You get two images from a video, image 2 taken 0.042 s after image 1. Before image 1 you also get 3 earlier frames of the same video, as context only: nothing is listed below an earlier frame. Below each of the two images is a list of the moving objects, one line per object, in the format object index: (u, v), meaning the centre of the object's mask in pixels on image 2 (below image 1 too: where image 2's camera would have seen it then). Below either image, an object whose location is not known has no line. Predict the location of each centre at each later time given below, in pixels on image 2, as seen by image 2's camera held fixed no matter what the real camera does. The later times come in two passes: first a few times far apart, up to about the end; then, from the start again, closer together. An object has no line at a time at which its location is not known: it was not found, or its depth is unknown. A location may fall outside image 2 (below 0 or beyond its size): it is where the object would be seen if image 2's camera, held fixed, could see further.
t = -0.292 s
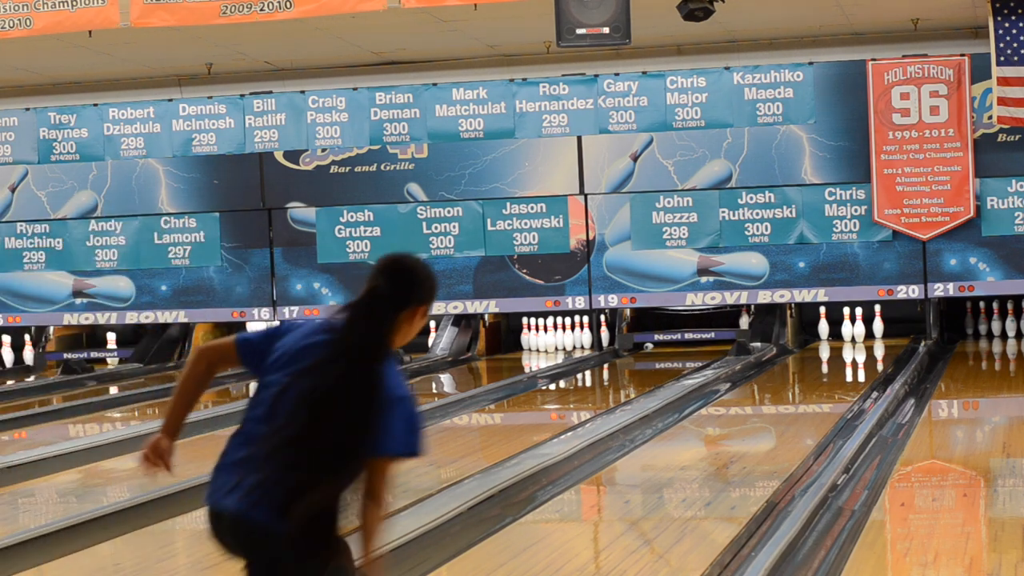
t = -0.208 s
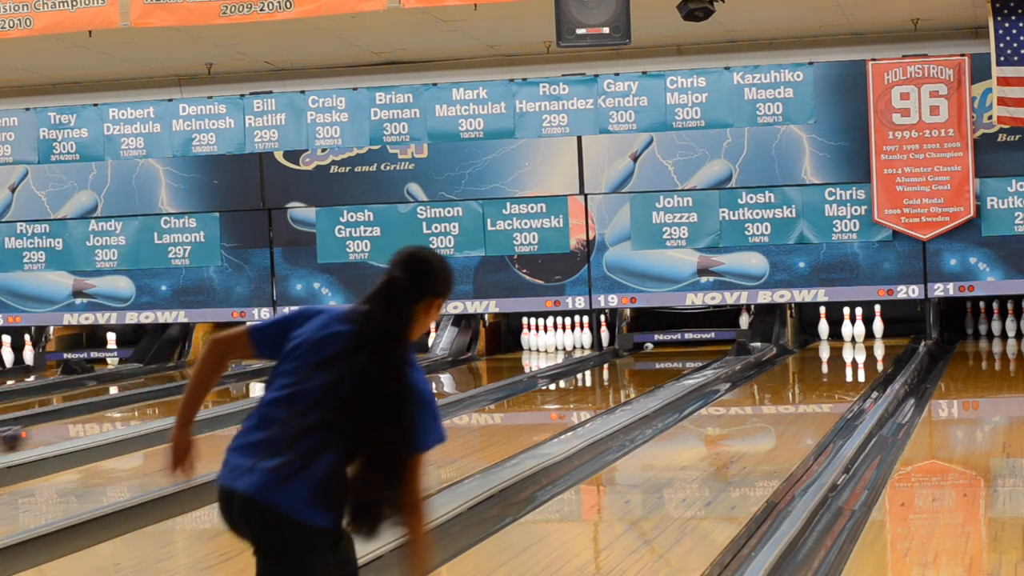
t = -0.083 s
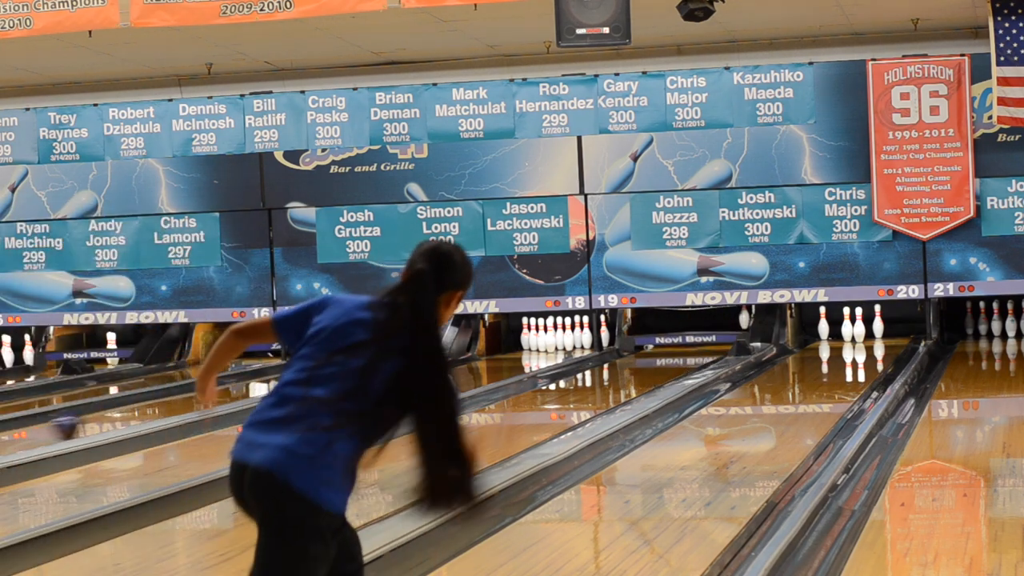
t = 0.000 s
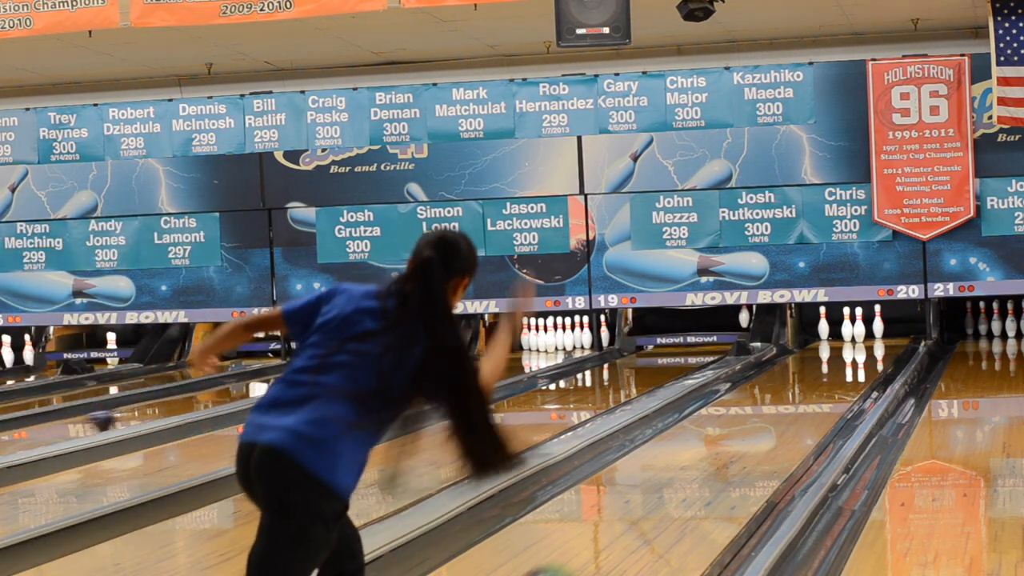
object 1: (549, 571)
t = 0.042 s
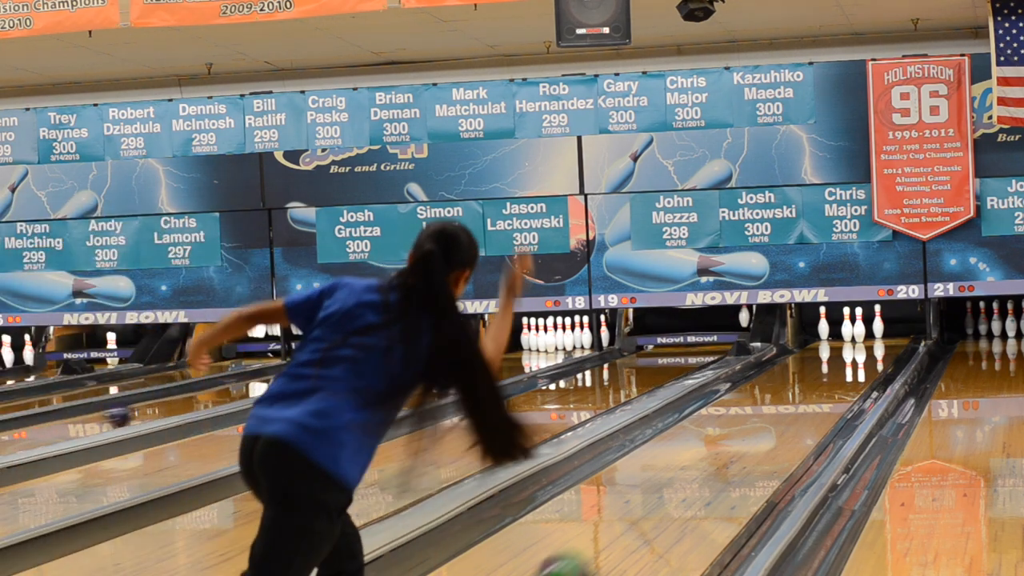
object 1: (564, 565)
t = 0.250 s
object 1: (634, 522)
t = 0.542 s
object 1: (699, 465)
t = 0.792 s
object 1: (738, 432)
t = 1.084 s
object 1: (771, 402)
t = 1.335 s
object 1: (792, 383)
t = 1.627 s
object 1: (811, 365)
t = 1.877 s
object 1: (825, 353)
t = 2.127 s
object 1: (835, 342)
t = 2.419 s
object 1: (844, 334)
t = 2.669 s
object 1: (822, 329)
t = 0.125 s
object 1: (595, 553)
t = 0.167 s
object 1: (609, 543)
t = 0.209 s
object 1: (622, 531)
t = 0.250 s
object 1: (634, 522)
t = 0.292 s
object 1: (646, 511)
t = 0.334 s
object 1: (655, 502)
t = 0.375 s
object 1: (666, 493)
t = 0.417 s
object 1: (675, 486)
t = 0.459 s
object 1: (683, 479)
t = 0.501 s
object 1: (692, 471)
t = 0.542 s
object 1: (699, 465)
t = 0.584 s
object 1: (707, 458)
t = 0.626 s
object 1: (714, 452)
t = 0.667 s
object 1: (720, 448)
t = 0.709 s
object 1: (727, 442)
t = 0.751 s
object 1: (732, 437)
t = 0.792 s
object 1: (738, 432)
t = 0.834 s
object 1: (743, 427)
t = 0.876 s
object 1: (749, 422)
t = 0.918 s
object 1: (754, 418)
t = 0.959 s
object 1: (758, 413)
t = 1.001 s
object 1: (763, 410)
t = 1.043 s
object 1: (767, 406)
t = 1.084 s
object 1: (771, 402)
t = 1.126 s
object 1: (775, 398)
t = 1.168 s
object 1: (780, 394)
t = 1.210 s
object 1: (782, 392)
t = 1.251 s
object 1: (786, 389)
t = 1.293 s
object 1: (789, 386)
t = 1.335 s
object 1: (792, 383)
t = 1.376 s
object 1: (796, 380)
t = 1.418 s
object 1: (799, 378)
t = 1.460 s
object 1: (801, 375)
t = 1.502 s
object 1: (803, 372)
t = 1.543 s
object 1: (806, 371)
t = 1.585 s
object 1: (809, 368)
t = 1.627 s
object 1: (811, 365)
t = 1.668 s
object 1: (813, 364)
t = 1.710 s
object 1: (815, 362)
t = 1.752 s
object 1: (817, 359)
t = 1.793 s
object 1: (821, 357)
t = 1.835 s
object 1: (823, 356)
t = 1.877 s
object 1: (825, 353)
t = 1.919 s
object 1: (827, 351)
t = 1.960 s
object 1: (828, 350)
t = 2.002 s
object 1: (829, 348)
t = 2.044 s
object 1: (833, 346)
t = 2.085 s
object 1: (834, 343)
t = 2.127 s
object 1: (835, 342)
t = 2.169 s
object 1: (836, 342)
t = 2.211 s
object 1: (838, 340)
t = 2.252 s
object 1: (839, 339)
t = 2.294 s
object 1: (842, 337)
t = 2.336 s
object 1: (843, 336)
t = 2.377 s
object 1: (844, 335)
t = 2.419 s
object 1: (844, 334)
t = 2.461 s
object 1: (842, 332)
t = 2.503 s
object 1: (839, 332)
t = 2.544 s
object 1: (834, 331)
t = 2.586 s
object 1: (829, 331)
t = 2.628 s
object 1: (825, 330)
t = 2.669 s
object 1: (822, 329)
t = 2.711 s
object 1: (818, 328)
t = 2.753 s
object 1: (815, 330)
